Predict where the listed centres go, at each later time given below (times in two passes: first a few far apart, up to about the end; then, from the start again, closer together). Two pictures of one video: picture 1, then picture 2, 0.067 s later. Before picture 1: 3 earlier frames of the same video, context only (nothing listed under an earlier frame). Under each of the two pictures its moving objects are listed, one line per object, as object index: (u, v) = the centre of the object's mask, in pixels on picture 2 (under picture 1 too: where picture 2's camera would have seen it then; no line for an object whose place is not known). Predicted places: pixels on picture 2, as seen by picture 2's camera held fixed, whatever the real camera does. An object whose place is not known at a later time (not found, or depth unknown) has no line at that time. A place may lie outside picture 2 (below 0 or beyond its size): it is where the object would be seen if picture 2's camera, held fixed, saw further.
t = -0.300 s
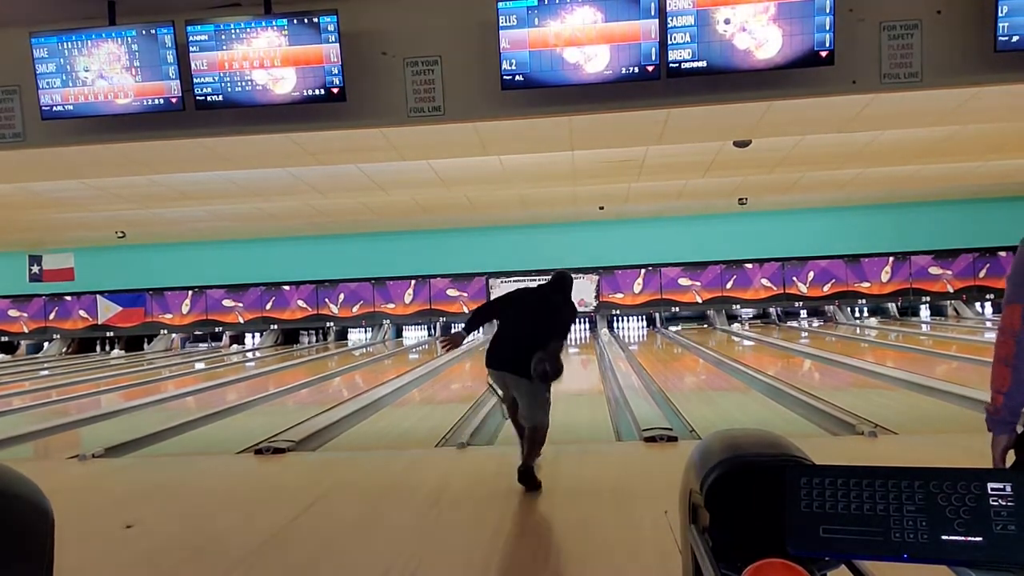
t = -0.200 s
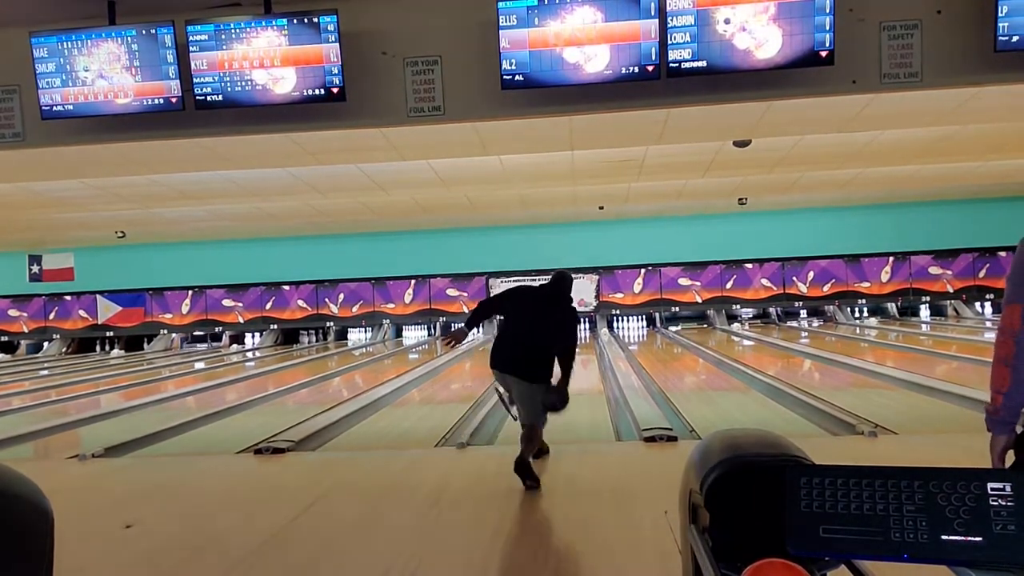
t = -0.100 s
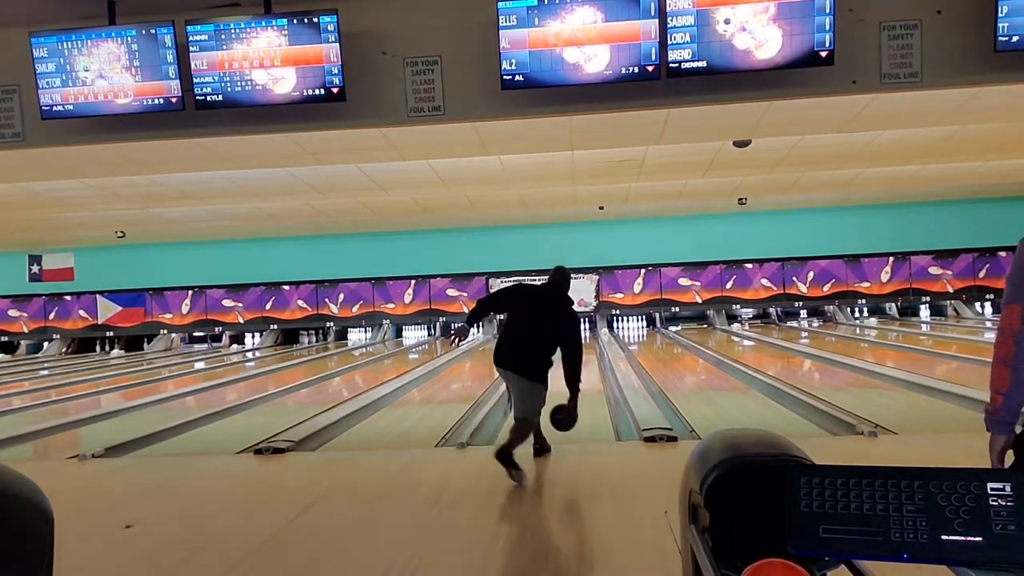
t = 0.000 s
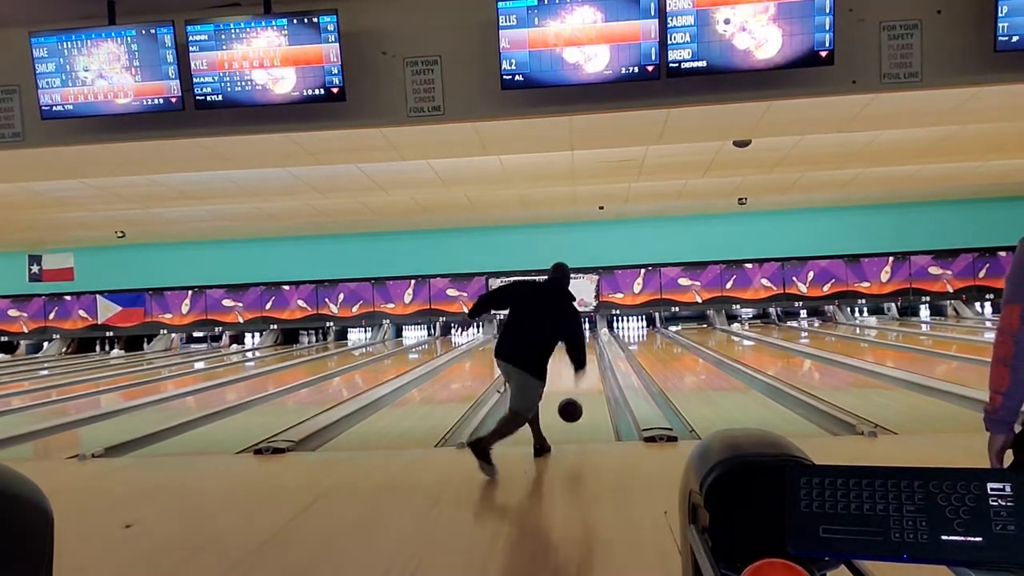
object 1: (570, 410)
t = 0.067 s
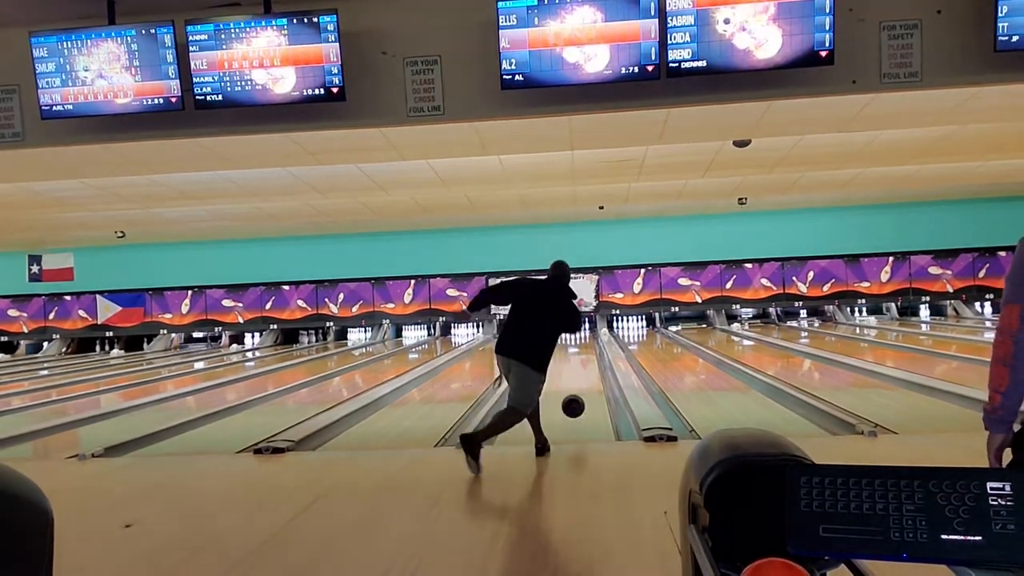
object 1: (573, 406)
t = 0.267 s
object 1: (580, 398)
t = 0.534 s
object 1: (586, 377)
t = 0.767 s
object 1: (588, 365)
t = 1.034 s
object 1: (590, 355)
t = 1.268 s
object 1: (591, 348)
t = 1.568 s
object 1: (591, 342)
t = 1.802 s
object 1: (590, 338)
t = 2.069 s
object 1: (587, 333)
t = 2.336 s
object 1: (583, 330)
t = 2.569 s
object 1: (577, 329)
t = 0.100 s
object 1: (574, 406)
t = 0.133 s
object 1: (576, 407)
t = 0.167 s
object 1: (577, 409)
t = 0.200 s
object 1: (578, 405)
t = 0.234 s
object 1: (579, 401)
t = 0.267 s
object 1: (580, 398)
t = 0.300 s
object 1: (582, 394)
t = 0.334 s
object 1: (582, 391)
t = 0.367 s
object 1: (583, 388)
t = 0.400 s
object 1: (584, 386)
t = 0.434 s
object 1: (584, 383)
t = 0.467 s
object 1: (585, 381)
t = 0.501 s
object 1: (585, 379)
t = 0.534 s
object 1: (586, 377)
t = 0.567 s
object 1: (586, 375)
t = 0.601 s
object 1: (587, 373)
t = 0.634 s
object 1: (587, 371)
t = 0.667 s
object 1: (587, 370)
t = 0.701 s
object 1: (588, 368)
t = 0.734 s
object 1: (588, 367)
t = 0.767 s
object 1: (588, 365)
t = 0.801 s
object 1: (589, 363)
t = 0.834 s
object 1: (589, 362)
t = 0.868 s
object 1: (589, 361)
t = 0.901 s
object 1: (589, 360)
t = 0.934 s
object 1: (590, 358)
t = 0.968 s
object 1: (590, 357)
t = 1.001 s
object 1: (590, 356)
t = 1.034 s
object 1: (590, 355)
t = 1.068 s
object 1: (590, 354)
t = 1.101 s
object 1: (591, 353)
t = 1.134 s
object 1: (591, 352)
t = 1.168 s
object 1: (591, 351)
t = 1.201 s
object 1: (591, 350)
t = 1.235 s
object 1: (591, 349)
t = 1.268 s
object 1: (591, 348)
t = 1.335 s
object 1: (591, 347)
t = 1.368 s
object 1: (591, 347)
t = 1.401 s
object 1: (591, 345)
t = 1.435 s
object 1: (592, 344)
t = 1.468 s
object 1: (592, 344)
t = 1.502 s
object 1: (592, 343)
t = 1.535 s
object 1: (591, 342)
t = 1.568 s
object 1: (591, 342)
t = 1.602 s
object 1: (591, 341)
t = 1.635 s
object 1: (591, 340)
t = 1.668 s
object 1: (591, 340)
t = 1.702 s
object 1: (591, 339)
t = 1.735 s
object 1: (591, 338)
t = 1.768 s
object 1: (591, 338)
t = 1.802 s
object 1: (590, 338)
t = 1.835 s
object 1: (590, 337)
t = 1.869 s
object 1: (590, 336)
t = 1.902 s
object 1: (589, 336)
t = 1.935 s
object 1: (590, 335)
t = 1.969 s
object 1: (589, 335)
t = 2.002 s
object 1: (589, 334)
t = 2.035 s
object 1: (588, 334)
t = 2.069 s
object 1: (587, 333)
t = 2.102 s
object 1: (587, 333)
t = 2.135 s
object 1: (587, 333)
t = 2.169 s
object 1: (586, 332)
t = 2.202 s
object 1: (585, 332)
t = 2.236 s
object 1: (585, 331)
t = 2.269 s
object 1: (584, 331)
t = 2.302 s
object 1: (583, 331)
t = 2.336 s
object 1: (583, 330)
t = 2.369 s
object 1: (582, 330)
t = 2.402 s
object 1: (581, 329)
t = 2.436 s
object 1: (581, 329)
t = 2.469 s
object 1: (581, 329)
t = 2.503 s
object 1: (579, 329)
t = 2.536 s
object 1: (578, 329)
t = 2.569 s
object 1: (577, 329)
